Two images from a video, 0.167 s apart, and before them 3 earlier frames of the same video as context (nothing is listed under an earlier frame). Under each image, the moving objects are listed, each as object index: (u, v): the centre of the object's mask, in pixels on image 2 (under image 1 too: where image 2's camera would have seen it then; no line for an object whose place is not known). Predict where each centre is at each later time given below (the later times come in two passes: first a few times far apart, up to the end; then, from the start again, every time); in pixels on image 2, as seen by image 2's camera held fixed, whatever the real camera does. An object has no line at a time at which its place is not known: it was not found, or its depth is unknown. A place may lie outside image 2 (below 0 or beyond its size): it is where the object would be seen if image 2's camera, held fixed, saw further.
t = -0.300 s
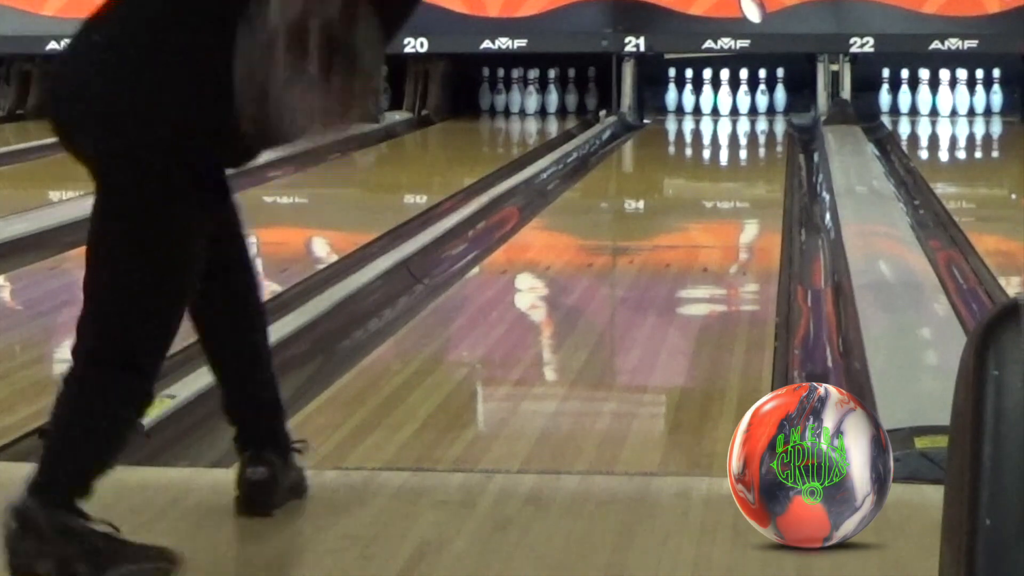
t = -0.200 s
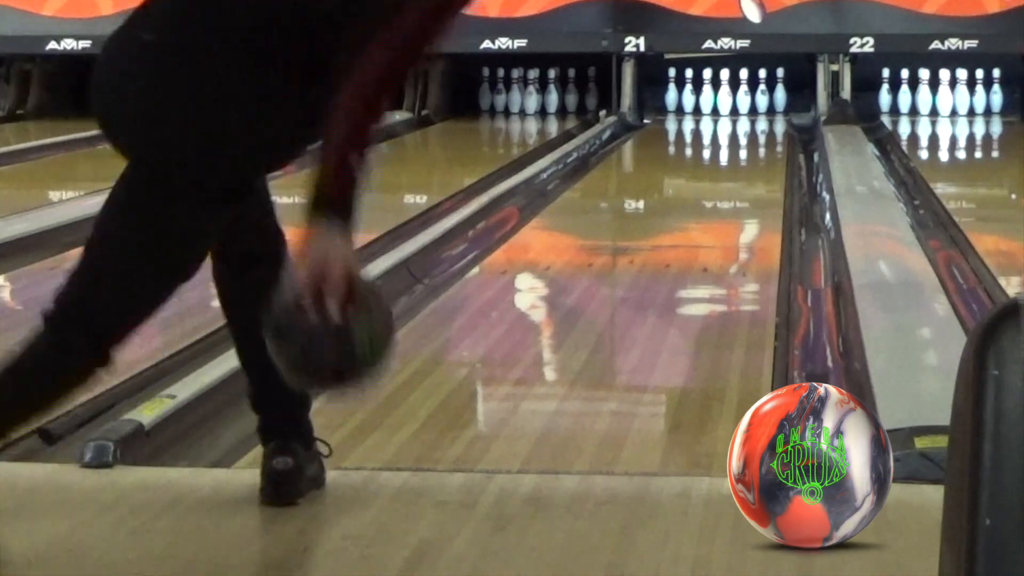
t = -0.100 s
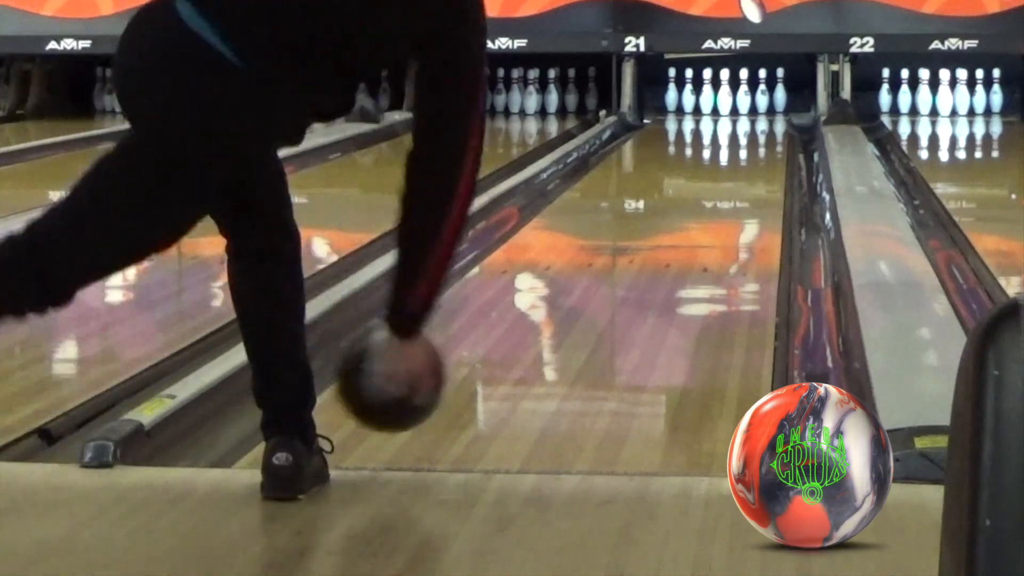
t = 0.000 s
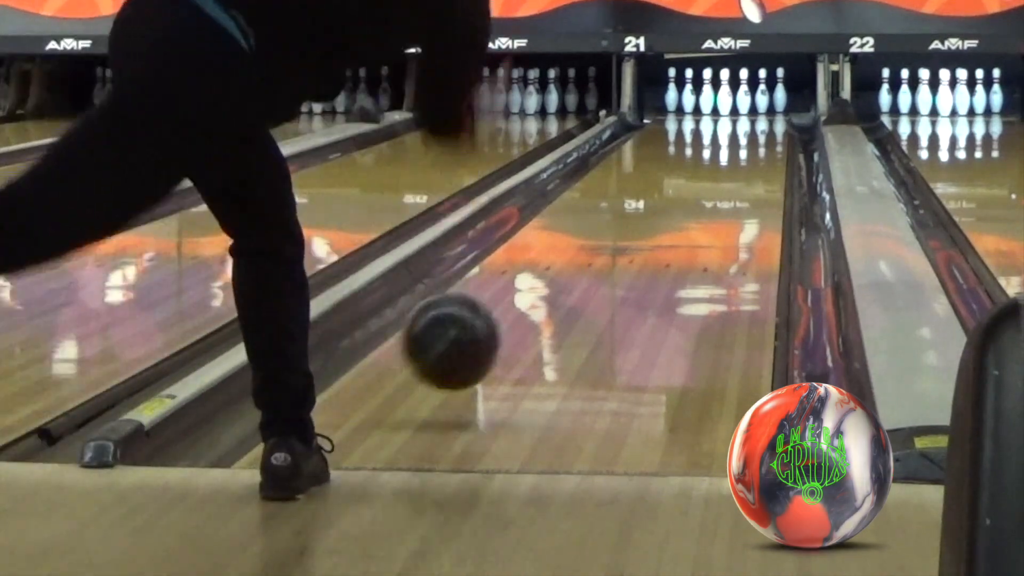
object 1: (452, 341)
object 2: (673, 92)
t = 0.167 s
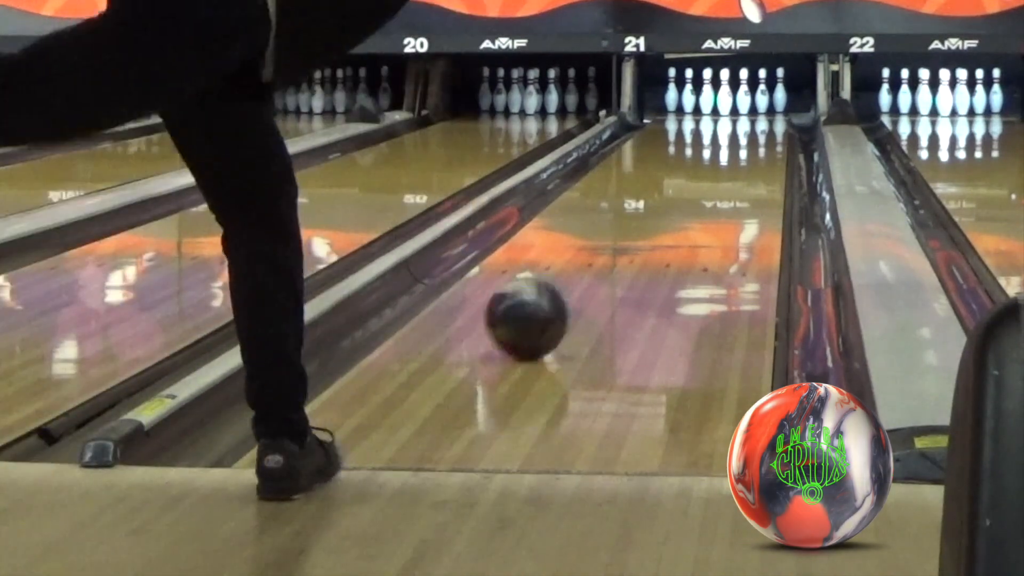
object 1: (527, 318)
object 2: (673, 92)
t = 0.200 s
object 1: (540, 309)
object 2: (673, 92)
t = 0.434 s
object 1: (607, 253)
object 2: (673, 92)
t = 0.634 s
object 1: (648, 220)
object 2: (673, 91)
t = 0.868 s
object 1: (681, 190)
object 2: (673, 92)
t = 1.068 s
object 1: (703, 171)
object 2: (673, 91)
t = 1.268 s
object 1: (721, 155)
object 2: (673, 91)
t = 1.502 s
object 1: (737, 141)
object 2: (673, 91)
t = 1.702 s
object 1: (747, 131)
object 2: (673, 92)
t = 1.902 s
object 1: (751, 122)
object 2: (673, 92)
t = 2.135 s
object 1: (749, 114)
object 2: (673, 92)
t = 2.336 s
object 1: (742, 107)
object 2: (673, 92)
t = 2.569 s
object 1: (735, 103)
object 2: (673, 92)
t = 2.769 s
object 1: (738, 101)
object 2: (656, 97)
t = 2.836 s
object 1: (740, 100)
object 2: (646, 90)
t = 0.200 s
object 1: (540, 309)
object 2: (673, 92)
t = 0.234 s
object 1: (551, 299)
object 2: (673, 92)
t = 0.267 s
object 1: (561, 290)
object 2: (673, 92)
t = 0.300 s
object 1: (571, 282)
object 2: (673, 92)
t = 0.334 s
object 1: (581, 274)
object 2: (673, 92)
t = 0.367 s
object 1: (590, 267)
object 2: (673, 92)
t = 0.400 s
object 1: (599, 260)
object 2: (673, 92)
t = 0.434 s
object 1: (607, 253)
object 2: (673, 92)
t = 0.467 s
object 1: (614, 247)
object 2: (673, 92)
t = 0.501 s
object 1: (621, 241)
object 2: (673, 92)
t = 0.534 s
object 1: (628, 235)
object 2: (673, 92)
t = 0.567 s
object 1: (635, 230)
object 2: (673, 92)
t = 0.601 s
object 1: (641, 225)
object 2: (673, 92)
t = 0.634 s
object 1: (648, 220)
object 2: (673, 91)
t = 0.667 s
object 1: (652, 215)
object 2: (673, 91)
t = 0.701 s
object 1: (658, 210)
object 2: (673, 91)
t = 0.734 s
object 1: (663, 206)
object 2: (673, 91)
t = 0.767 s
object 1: (668, 202)
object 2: (673, 91)
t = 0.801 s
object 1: (673, 198)
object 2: (673, 92)
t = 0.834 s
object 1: (677, 193)
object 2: (673, 91)
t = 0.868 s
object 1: (681, 190)
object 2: (673, 92)
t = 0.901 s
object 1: (685, 186)
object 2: (673, 92)
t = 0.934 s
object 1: (689, 183)
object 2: (673, 91)
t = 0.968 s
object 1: (692, 181)
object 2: (673, 91)
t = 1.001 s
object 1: (696, 177)
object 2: (673, 91)
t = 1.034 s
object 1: (700, 174)
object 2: (673, 91)
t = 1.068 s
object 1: (703, 171)
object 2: (673, 91)
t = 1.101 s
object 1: (706, 169)
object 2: (673, 91)
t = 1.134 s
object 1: (709, 166)
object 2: (673, 91)
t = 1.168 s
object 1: (712, 164)
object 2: (673, 91)
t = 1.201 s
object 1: (716, 161)
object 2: (673, 91)
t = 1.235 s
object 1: (719, 157)
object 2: (673, 91)
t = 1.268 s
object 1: (721, 155)
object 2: (673, 91)
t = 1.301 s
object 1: (723, 154)
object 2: (673, 91)
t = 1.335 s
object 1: (725, 151)
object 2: (673, 91)
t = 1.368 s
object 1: (728, 149)
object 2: (673, 91)
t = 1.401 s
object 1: (731, 147)
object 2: (673, 91)
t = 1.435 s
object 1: (733, 145)
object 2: (673, 91)
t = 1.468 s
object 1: (734, 143)
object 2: (673, 91)
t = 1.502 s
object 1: (737, 141)
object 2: (673, 91)
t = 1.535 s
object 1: (738, 139)
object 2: (673, 91)
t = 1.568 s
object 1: (740, 137)
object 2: (673, 91)
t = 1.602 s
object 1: (742, 136)
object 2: (673, 91)
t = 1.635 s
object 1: (744, 134)
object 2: (673, 92)
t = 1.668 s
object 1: (745, 133)
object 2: (673, 92)
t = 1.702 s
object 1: (747, 131)
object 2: (673, 92)
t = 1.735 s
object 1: (747, 129)
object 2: (673, 92)
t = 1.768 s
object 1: (748, 129)
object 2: (673, 92)
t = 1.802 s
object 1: (750, 127)
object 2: (673, 92)
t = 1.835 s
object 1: (750, 125)
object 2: (673, 92)
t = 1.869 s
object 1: (751, 124)
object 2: (673, 92)
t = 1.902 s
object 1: (751, 122)
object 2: (673, 92)
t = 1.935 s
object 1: (751, 121)
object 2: (673, 92)
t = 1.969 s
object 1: (751, 120)
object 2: (673, 92)
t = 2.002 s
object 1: (751, 118)
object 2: (673, 92)
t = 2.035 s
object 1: (750, 117)
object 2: (673, 92)
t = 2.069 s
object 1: (750, 116)
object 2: (673, 92)
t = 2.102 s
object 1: (750, 115)
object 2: (673, 92)
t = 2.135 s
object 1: (749, 114)
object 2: (673, 92)
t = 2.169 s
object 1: (748, 113)
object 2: (673, 92)
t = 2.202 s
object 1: (747, 111)
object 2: (673, 92)
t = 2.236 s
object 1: (746, 111)
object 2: (673, 92)
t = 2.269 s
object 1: (744, 109)
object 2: (673, 92)
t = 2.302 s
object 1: (743, 109)
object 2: (673, 92)
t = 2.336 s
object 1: (742, 107)
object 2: (673, 92)
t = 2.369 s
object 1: (740, 107)
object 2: (673, 92)
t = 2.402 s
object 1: (739, 106)
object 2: (673, 92)
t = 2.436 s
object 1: (738, 105)
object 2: (673, 92)
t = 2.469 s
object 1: (737, 104)
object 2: (673, 92)
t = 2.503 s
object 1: (733, 104)
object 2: (673, 92)
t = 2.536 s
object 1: (733, 103)
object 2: (673, 92)
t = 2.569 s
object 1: (735, 103)
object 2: (673, 92)
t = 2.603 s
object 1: (735, 103)
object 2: (672, 91)
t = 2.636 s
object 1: (735, 103)
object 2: (670, 90)
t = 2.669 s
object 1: (735, 102)
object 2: (665, 89)
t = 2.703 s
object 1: (737, 101)
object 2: (661, 91)
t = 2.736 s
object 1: (737, 102)
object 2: (660, 99)
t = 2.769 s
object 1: (738, 101)
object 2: (656, 97)
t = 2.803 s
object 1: (739, 101)
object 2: (653, 91)
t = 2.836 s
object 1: (740, 100)
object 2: (646, 90)
